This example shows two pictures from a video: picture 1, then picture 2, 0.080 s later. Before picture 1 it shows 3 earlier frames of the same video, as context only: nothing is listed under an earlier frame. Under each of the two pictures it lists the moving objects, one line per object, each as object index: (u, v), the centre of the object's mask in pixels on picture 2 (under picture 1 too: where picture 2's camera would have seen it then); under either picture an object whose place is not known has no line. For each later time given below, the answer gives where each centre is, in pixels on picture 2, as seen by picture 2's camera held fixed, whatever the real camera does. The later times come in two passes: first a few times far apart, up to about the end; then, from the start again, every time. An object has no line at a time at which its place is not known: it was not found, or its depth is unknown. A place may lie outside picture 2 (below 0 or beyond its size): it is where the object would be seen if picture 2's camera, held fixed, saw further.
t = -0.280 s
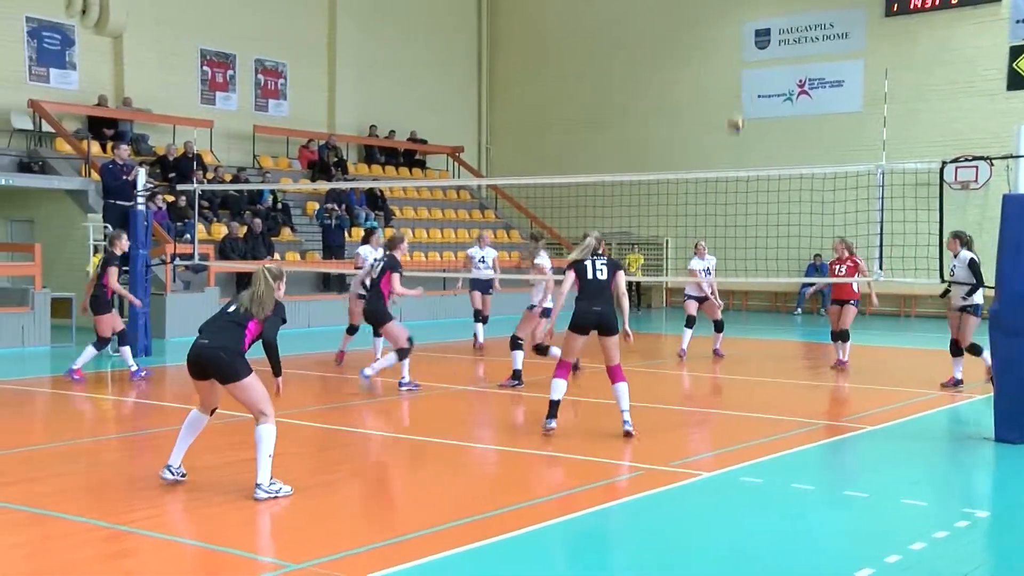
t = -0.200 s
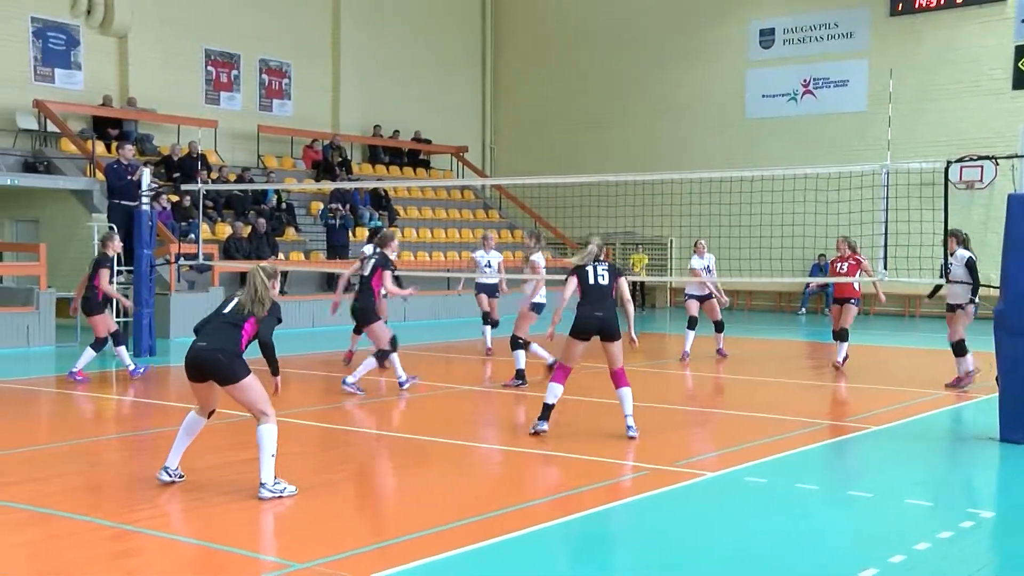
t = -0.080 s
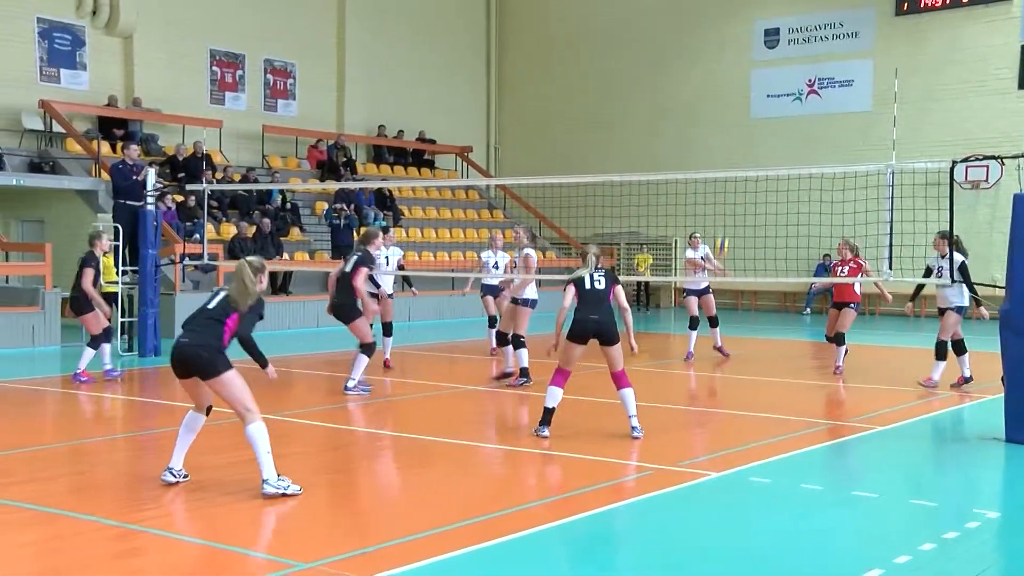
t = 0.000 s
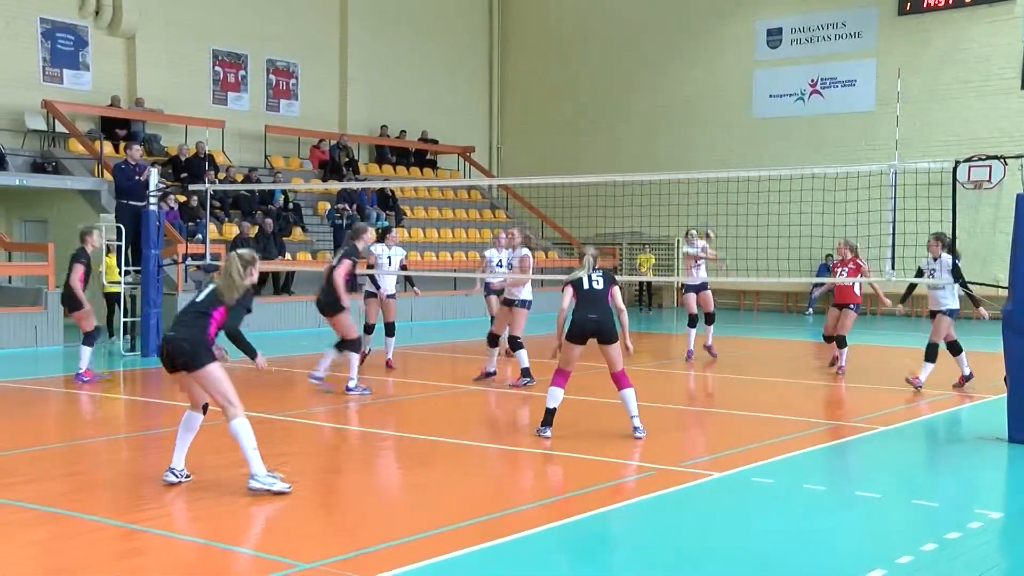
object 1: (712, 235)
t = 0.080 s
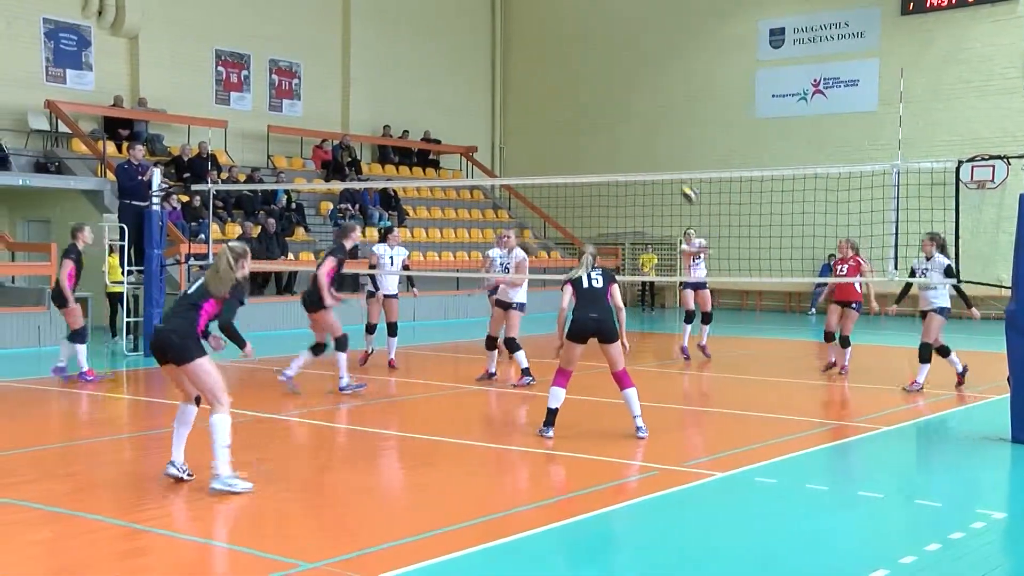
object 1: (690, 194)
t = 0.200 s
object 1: (656, 143)
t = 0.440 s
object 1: (582, 64)
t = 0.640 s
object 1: (508, 31)
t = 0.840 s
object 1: (416, 38)
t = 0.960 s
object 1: (355, 68)
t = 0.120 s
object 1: (680, 178)
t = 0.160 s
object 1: (670, 158)
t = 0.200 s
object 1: (656, 143)
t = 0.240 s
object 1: (645, 128)
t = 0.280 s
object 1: (632, 111)
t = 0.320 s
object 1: (621, 98)
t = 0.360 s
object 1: (609, 86)
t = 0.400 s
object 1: (596, 73)
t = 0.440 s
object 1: (582, 64)
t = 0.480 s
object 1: (570, 54)
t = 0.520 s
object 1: (555, 47)
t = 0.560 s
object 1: (539, 40)
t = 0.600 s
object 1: (524, 35)
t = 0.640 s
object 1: (508, 31)
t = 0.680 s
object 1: (490, 30)
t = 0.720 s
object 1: (475, 28)
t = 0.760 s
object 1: (456, 30)
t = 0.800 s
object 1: (434, 33)
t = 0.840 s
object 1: (416, 38)
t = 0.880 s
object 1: (395, 45)
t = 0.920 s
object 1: (376, 56)
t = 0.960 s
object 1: (355, 68)
